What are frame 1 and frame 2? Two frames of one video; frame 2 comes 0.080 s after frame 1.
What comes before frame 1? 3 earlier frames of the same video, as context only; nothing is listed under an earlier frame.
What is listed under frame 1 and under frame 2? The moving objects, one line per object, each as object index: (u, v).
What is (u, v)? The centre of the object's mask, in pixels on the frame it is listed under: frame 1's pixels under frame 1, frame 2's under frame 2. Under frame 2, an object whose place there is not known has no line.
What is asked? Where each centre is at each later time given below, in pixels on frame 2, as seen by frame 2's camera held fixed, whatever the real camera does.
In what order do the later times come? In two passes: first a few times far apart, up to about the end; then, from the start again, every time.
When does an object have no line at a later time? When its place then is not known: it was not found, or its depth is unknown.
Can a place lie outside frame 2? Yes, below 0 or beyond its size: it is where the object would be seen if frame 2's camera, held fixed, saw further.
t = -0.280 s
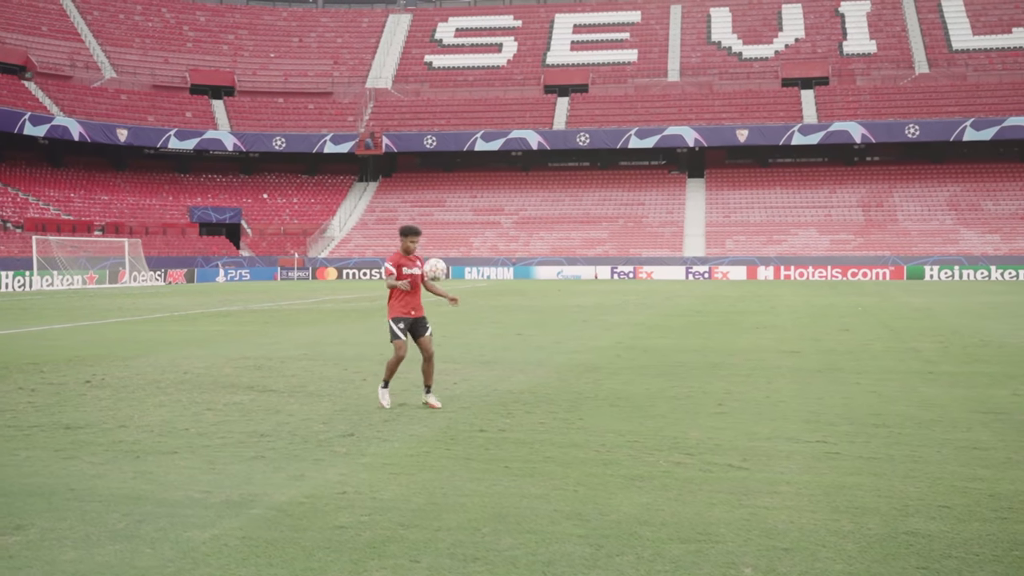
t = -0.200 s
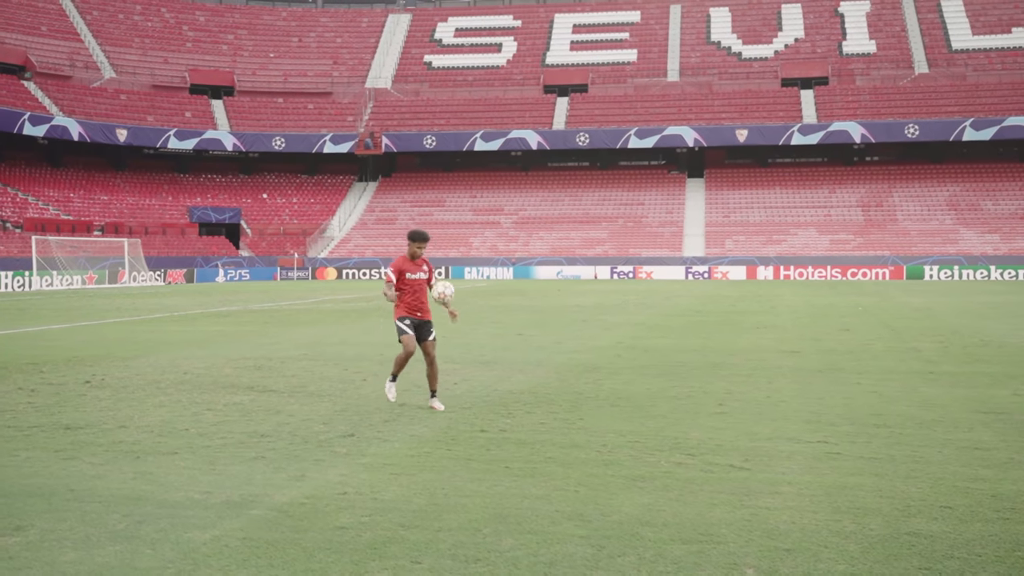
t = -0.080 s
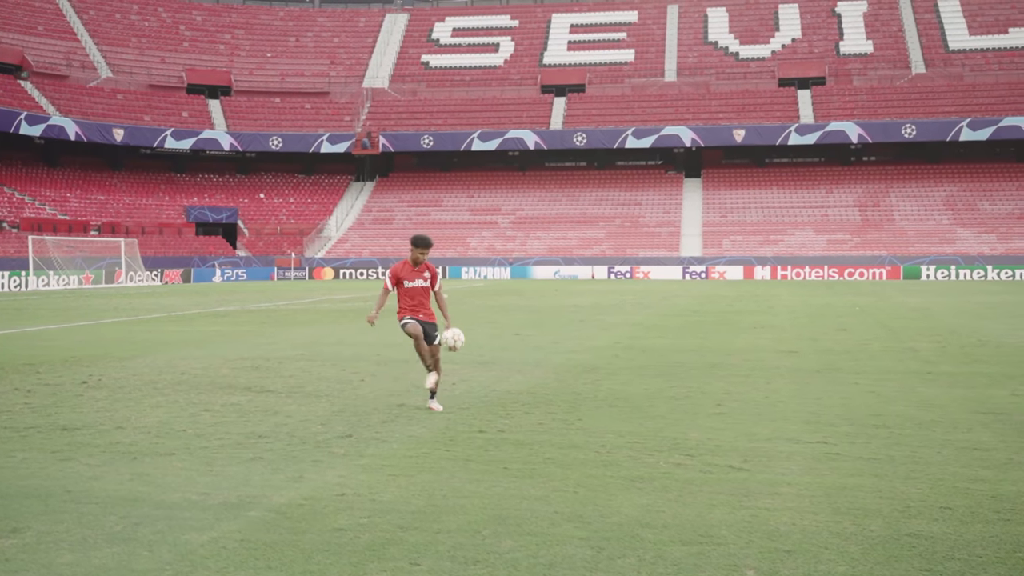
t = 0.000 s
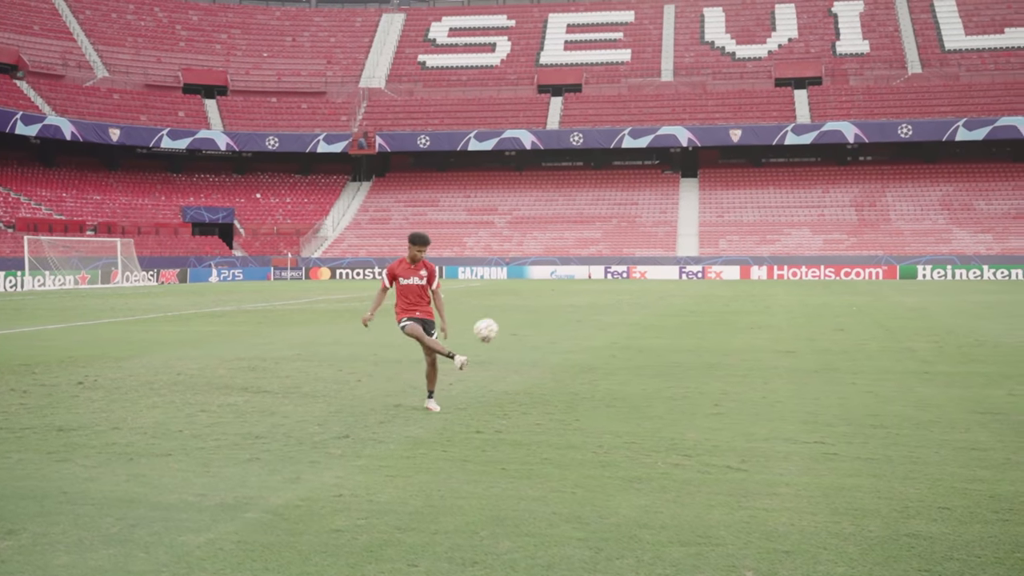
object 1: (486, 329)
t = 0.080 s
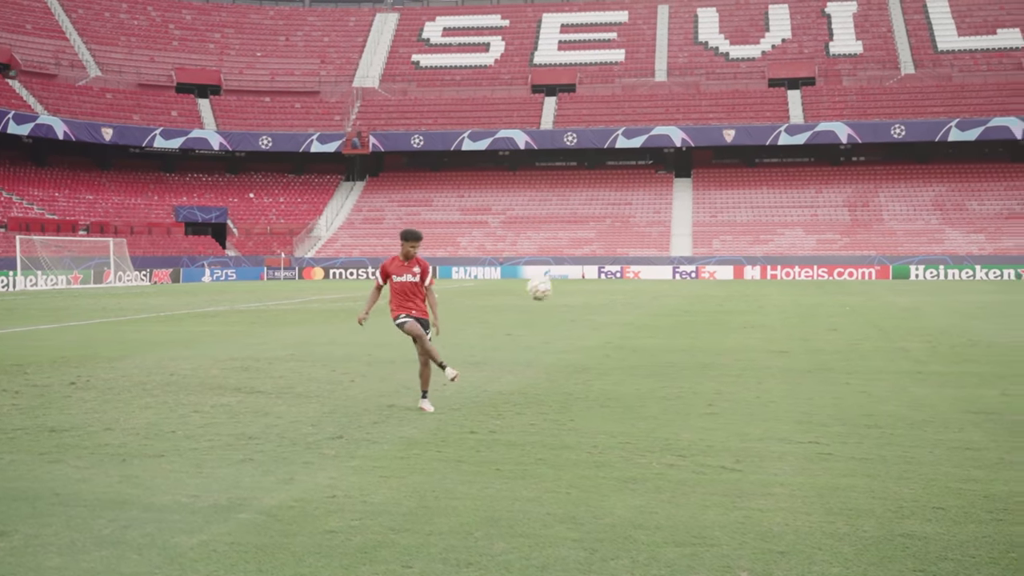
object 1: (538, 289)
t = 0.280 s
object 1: (703, 206)
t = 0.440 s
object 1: (856, 168)
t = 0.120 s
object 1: (570, 269)
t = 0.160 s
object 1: (602, 251)
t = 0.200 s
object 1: (634, 235)
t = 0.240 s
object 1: (668, 220)
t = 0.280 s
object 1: (703, 206)
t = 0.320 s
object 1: (739, 194)
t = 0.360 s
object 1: (777, 184)
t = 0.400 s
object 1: (815, 175)
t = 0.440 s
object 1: (856, 168)
